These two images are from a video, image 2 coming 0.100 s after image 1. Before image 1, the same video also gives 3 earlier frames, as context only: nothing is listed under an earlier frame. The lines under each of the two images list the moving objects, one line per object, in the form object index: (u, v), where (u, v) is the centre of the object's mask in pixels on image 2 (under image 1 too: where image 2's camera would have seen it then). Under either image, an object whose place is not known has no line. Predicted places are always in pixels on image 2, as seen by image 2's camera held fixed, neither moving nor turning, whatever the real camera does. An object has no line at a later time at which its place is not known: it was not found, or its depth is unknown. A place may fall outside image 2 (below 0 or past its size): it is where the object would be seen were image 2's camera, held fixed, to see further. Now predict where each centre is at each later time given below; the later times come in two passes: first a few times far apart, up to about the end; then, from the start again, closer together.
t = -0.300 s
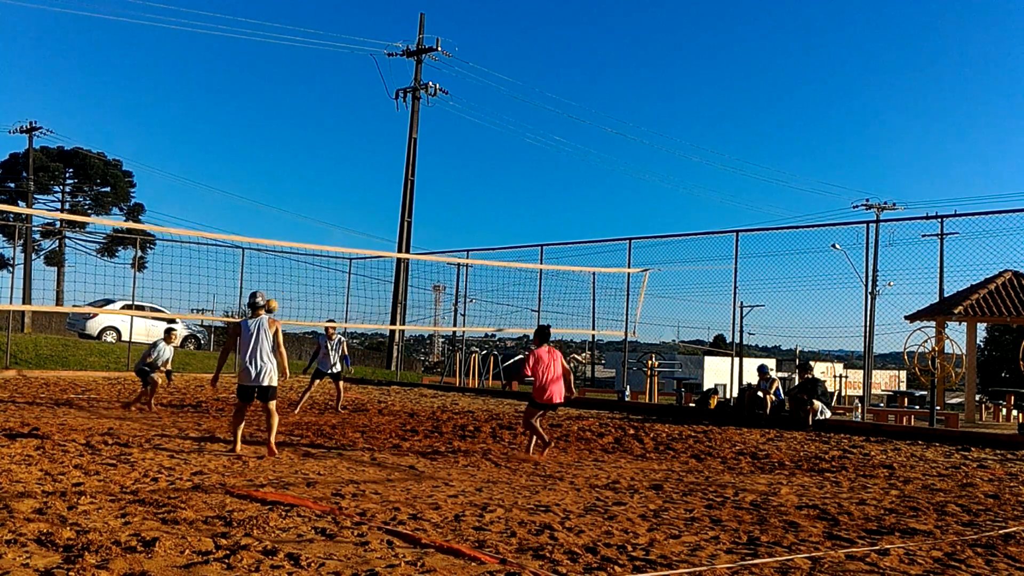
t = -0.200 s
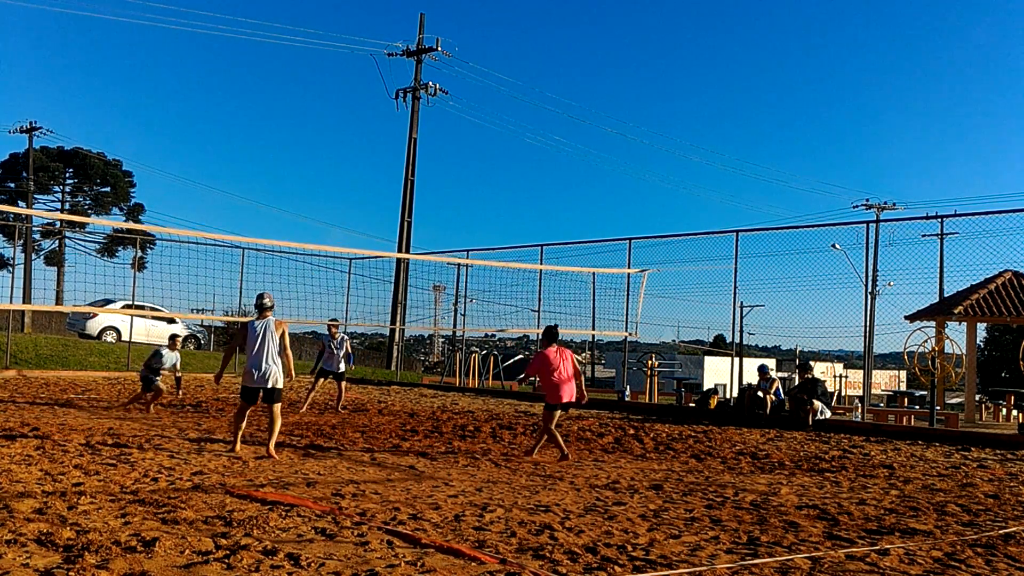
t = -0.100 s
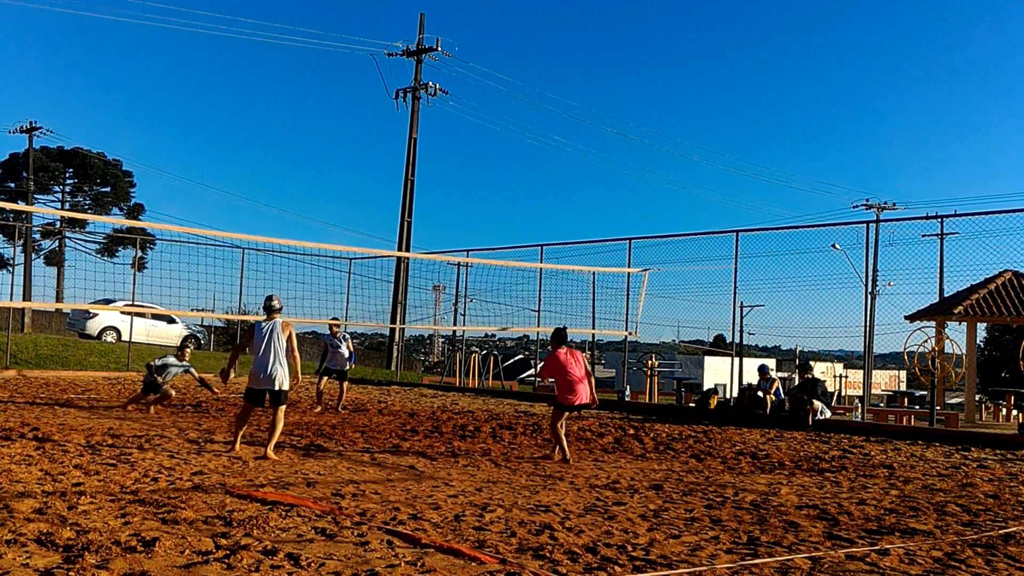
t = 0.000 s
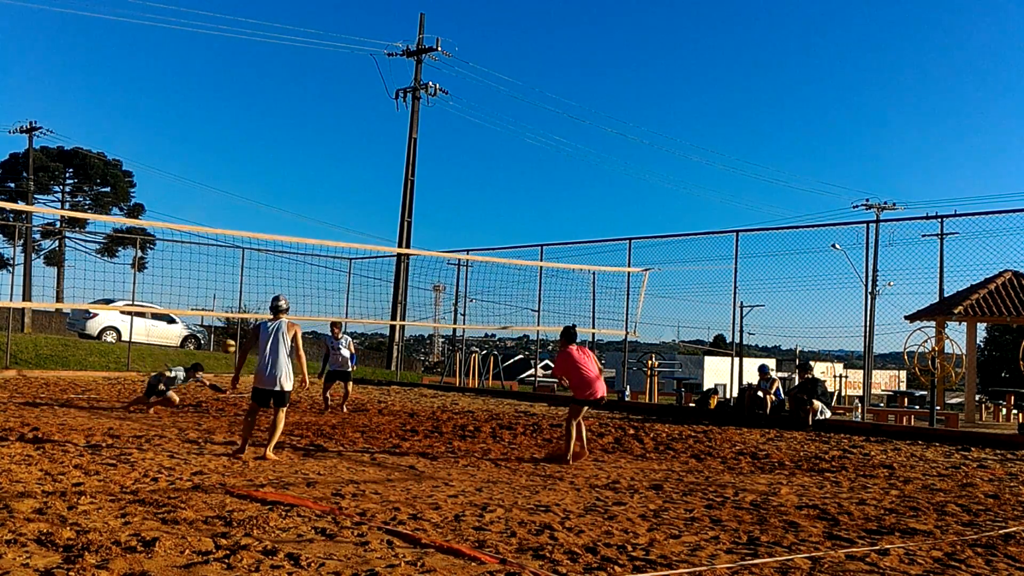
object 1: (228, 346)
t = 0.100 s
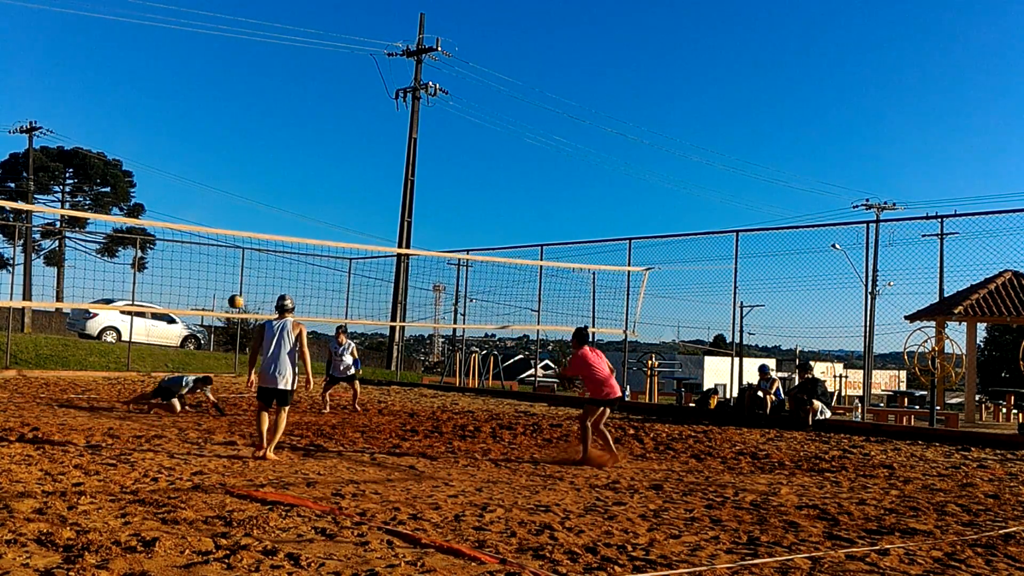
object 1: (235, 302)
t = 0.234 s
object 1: (243, 248)
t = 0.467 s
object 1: (254, 172)
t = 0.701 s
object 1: (262, 125)
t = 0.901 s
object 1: (266, 114)
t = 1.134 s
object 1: (270, 149)
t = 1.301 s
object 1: (269, 219)
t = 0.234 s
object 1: (243, 248)
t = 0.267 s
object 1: (245, 234)
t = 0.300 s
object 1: (247, 224)
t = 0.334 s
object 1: (249, 212)
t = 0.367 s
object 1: (250, 201)
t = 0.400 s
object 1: (252, 191)
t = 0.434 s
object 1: (253, 181)
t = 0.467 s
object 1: (254, 172)
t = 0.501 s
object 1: (256, 163)
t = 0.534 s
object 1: (257, 155)
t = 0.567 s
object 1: (258, 147)
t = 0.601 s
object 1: (259, 141)
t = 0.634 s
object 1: (260, 134)
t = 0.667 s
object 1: (261, 129)
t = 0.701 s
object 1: (262, 125)
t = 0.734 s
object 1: (263, 121)
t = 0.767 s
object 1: (264, 117)
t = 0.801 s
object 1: (265, 115)
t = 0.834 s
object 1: (266, 114)
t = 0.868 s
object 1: (266, 113)
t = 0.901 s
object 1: (266, 114)
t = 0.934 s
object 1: (267, 115)
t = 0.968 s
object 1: (268, 118)
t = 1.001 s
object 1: (268, 122)
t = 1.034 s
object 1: (269, 126)
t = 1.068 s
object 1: (269, 132)
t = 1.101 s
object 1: (269, 140)
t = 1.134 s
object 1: (270, 149)
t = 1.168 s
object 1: (270, 160)
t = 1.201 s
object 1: (270, 172)
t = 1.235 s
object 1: (270, 186)
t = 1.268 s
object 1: (270, 201)
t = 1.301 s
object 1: (269, 219)
